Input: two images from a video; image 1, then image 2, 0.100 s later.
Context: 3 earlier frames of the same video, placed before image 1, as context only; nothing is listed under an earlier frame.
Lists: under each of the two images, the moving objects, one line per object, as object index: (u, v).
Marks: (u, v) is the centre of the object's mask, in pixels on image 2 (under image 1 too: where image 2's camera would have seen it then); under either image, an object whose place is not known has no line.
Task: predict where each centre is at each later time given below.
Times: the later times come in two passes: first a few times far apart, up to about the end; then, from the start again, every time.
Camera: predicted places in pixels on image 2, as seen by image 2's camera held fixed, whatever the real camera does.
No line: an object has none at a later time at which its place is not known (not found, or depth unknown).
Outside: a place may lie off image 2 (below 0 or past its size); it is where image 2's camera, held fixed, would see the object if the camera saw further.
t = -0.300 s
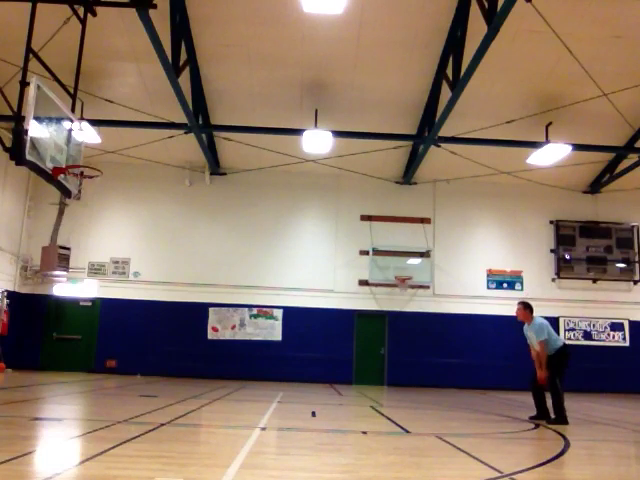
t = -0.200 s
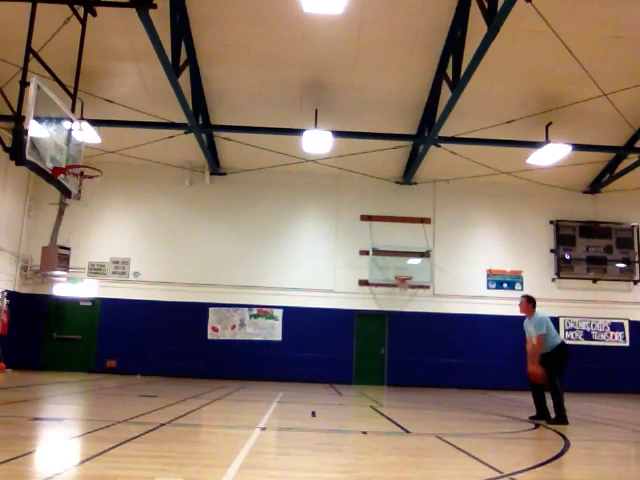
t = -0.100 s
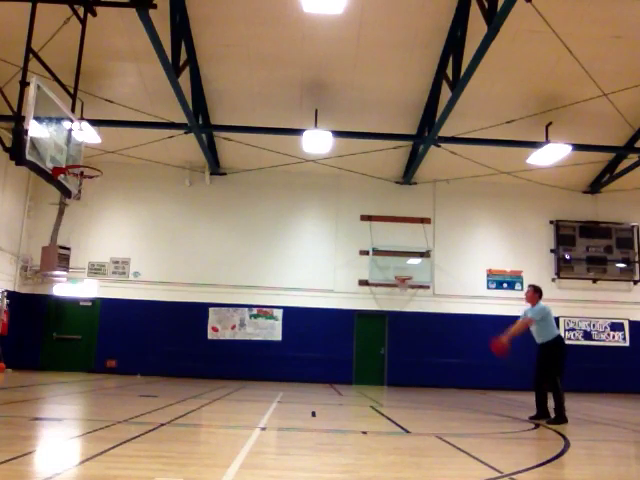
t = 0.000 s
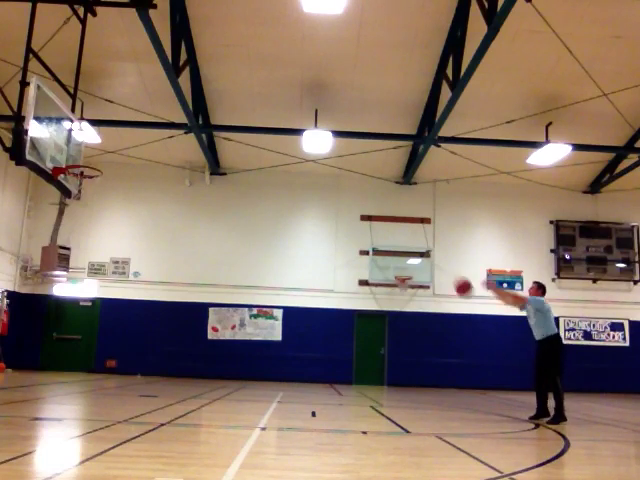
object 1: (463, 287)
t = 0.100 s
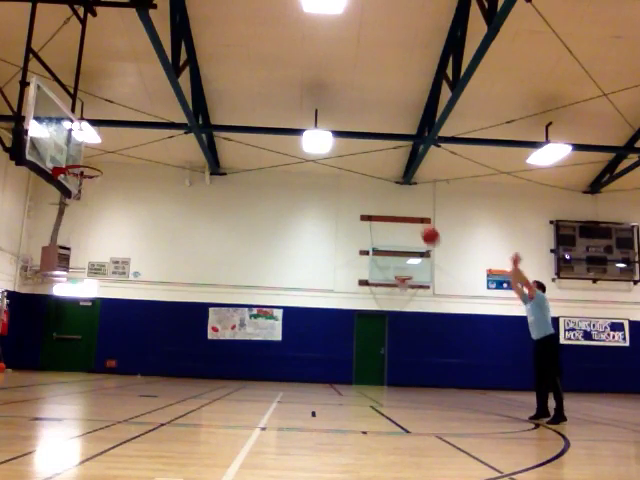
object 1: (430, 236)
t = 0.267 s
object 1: (377, 169)
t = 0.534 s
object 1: (298, 110)
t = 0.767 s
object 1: (229, 99)
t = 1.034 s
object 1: (149, 129)
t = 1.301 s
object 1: (128, 150)
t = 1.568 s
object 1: (184, 147)
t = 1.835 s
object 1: (240, 196)
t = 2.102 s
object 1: (295, 305)
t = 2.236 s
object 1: (322, 382)
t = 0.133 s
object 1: (420, 221)
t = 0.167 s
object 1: (409, 207)
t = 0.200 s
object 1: (398, 194)
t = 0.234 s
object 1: (388, 181)
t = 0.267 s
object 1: (377, 169)
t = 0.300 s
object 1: (367, 159)
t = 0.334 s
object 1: (357, 150)
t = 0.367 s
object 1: (346, 141)
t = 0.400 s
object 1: (338, 133)
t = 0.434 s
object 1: (327, 124)
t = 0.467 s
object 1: (317, 120)
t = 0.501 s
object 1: (308, 115)
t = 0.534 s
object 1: (298, 110)
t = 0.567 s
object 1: (288, 106)
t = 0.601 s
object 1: (278, 103)
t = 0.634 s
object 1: (268, 101)
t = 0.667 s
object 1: (258, 99)
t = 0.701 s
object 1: (249, 98)
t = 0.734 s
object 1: (239, 98)
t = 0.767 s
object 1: (229, 99)
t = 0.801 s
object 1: (219, 100)
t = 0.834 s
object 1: (209, 102)
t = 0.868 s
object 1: (199, 105)
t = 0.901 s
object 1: (191, 108)
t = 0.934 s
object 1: (180, 112)
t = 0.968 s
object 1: (169, 117)
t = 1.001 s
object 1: (159, 122)
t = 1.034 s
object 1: (149, 129)
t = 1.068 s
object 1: (138, 136)
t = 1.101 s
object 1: (128, 144)
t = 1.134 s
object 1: (118, 153)
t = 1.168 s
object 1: (107, 162)
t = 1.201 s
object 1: (106, 164)
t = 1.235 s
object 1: (114, 159)
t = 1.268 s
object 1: (121, 154)
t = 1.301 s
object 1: (128, 150)
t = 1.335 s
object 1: (135, 147)
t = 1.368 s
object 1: (143, 145)
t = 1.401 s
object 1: (150, 143)
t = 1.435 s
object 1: (157, 143)
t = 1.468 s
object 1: (164, 143)
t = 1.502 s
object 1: (171, 144)
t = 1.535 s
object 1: (177, 145)
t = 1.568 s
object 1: (184, 147)
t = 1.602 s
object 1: (191, 151)
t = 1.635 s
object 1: (199, 155)
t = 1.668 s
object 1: (206, 159)
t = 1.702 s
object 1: (212, 165)
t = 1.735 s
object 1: (219, 171)
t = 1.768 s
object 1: (226, 179)
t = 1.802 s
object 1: (233, 187)
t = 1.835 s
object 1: (240, 196)
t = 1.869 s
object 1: (247, 206)
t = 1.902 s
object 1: (253, 217)
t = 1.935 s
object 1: (260, 230)
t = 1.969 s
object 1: (267, 242)
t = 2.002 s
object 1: (274, 256)
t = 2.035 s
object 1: (281, 271)
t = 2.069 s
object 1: (287, 287)
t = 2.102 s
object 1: (295, 305)
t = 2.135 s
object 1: (301, 322)
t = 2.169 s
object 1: (308, 341)
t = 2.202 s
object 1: (315, 361)
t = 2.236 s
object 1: (322, 382)
